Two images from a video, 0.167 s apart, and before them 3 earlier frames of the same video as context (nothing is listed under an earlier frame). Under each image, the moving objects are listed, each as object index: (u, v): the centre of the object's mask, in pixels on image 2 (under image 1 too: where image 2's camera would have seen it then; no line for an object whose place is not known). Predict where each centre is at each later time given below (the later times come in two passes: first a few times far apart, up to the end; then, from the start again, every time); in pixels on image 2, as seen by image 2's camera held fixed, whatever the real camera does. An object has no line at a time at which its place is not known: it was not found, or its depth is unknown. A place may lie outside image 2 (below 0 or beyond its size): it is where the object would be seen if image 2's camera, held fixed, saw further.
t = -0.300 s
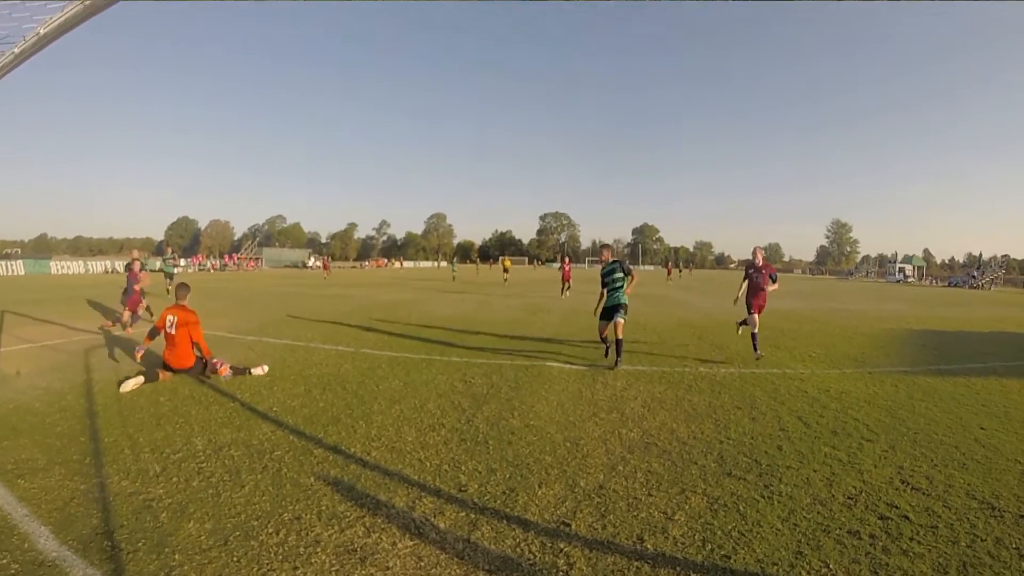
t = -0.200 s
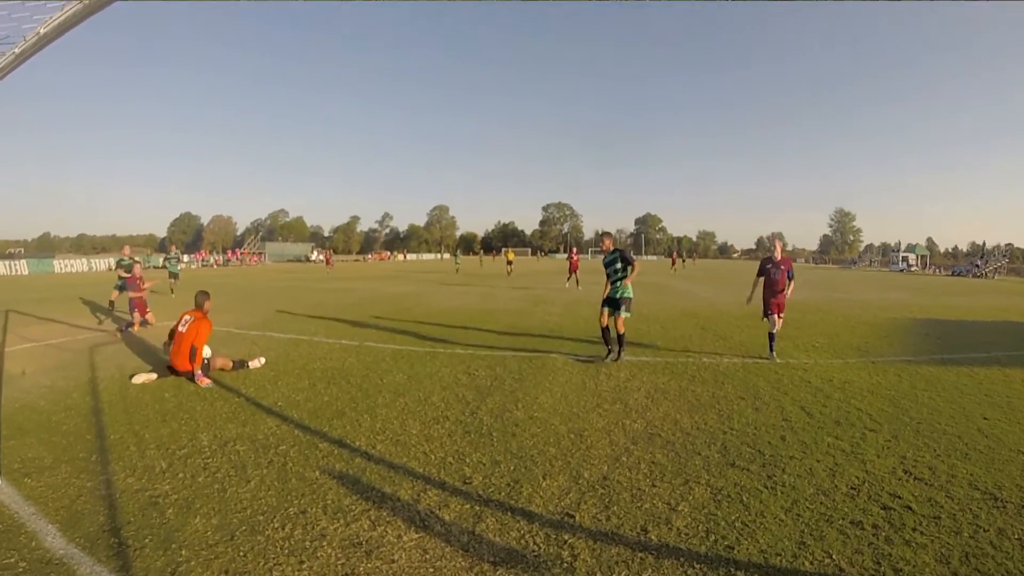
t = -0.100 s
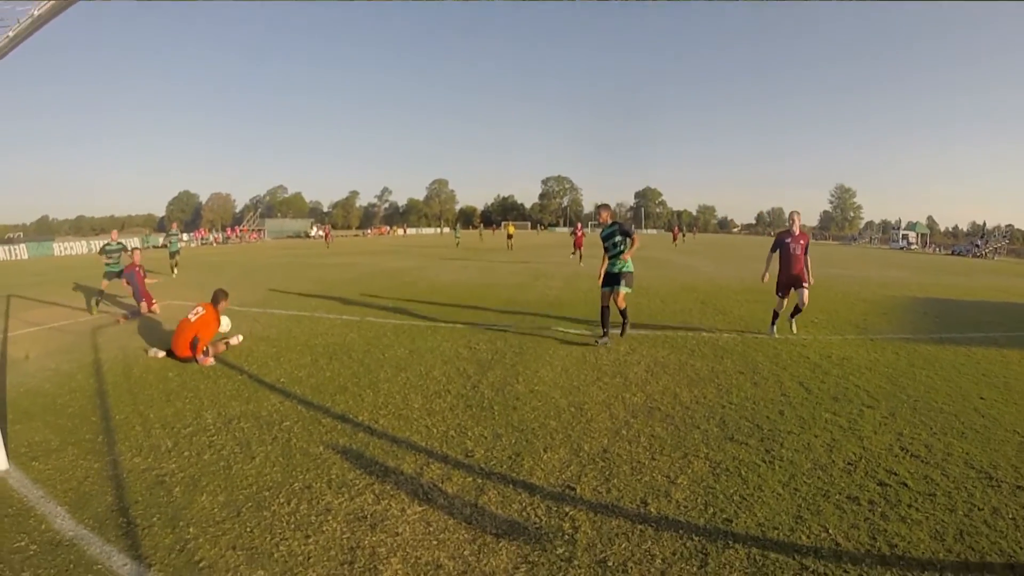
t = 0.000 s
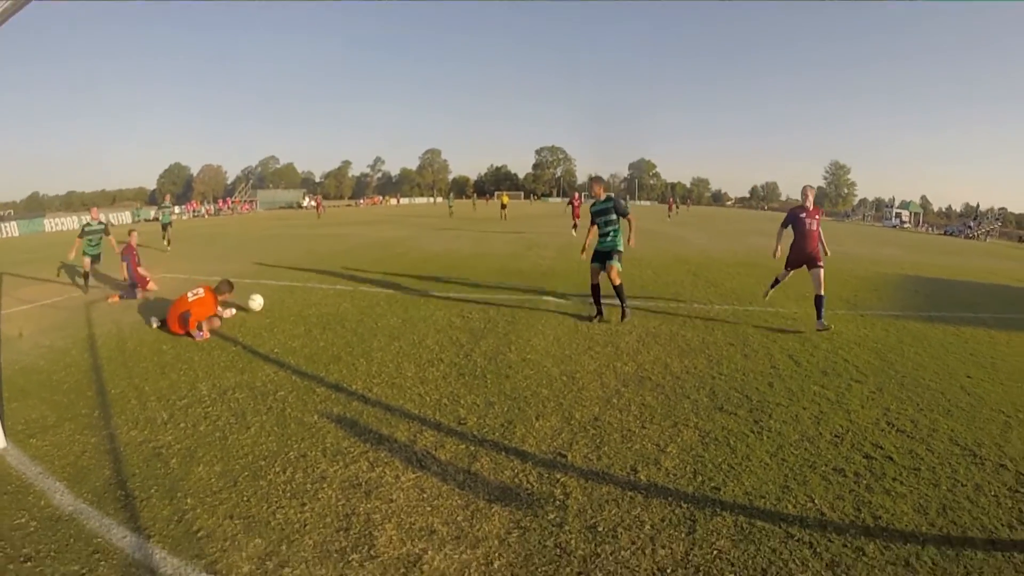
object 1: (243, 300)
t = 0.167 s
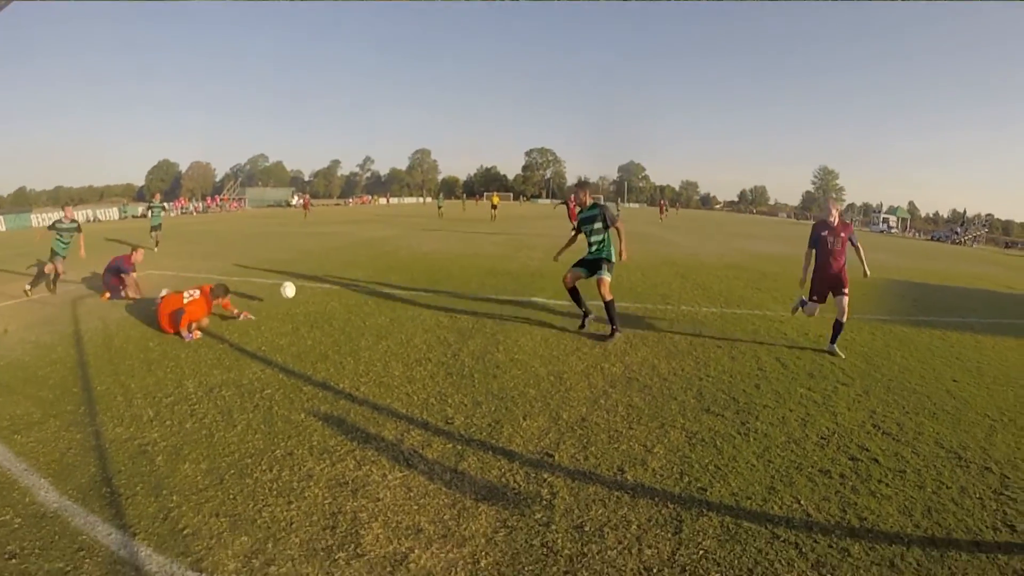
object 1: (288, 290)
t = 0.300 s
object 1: (318, 287)
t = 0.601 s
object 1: (381, 294)
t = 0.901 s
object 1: (436, 290)
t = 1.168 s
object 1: (477, 287)
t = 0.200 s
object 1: (296, 288)
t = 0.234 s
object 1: (303, 287)
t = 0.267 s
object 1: (311, 287)
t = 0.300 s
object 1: (318, 287)
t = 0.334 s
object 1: (326, 289)
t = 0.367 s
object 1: (333, 292)
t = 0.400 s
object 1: (341, 295)
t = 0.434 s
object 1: (348, 297)
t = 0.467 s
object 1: (355, 295)
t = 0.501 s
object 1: (362, 293)
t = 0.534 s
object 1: (368, 293)
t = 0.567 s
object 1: (374, 293)
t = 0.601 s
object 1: (381, 294)
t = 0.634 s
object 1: (389, 295)
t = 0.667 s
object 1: (396, 292)
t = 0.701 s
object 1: (402, 291)
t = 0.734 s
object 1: (407, 291)
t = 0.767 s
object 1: (413, 291)
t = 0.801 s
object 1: (419, 291)
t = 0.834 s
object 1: (425, 290)
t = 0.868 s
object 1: (430, 290)
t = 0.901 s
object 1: (436, 290)
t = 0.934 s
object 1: (441, 289)
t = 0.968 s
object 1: (447, 288)
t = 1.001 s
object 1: (453, 288)
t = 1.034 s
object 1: (457, 288)
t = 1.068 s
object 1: (463, 288)
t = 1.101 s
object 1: (468, 287)
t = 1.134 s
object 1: (473, 287)
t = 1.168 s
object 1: (477, 287)
